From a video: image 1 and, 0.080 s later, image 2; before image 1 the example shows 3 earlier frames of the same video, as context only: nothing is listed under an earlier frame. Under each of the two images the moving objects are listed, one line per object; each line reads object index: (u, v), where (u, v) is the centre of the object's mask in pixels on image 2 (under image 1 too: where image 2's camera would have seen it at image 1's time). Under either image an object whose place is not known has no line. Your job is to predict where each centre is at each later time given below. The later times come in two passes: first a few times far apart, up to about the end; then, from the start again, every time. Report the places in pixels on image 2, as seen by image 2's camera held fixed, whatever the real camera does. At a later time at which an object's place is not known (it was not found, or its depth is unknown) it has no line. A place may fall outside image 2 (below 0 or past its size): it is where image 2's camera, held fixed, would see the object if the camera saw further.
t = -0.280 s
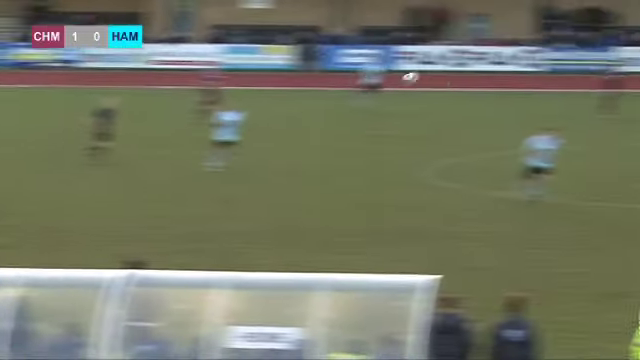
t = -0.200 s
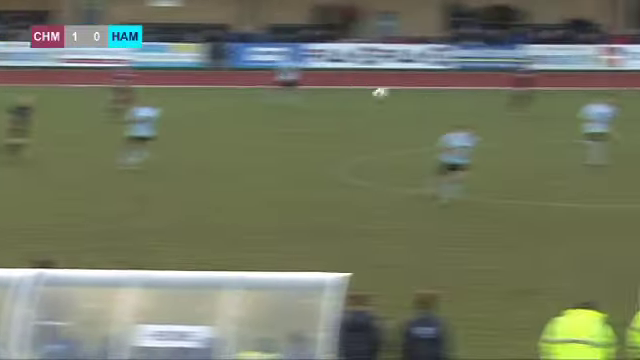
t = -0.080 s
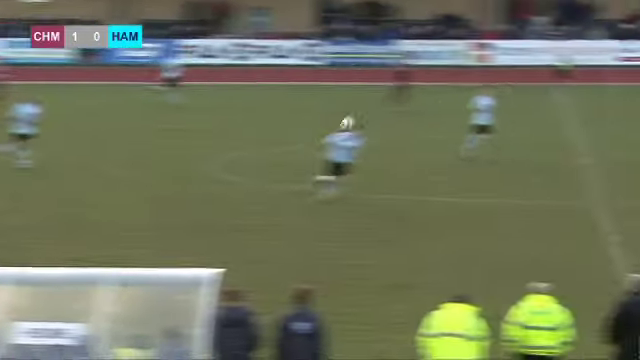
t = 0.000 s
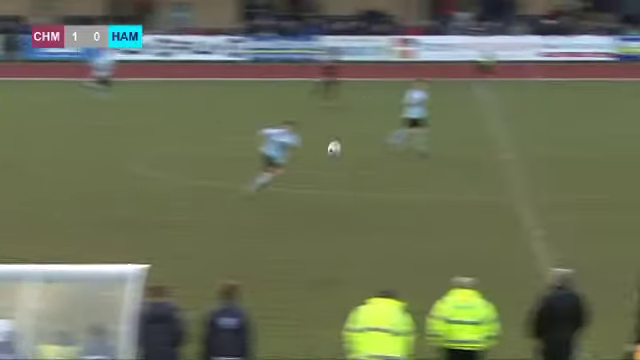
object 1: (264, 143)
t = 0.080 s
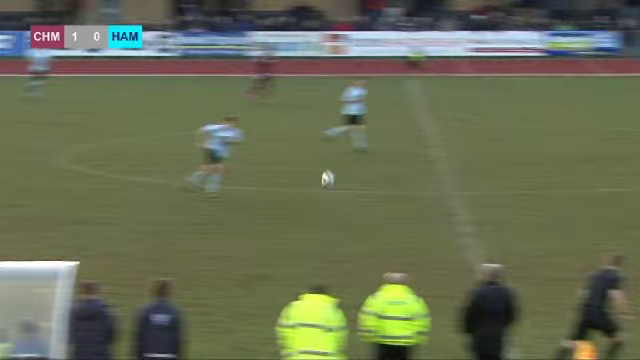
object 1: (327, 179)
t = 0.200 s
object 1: (423, 239)
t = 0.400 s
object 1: (540, 204)
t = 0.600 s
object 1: (653, 163)
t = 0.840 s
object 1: (795, 147)
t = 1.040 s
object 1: (922, 162)
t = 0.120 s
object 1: (359, 197)
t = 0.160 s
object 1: (391, 218)
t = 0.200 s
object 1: (423, 239)
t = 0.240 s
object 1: (452, 255)
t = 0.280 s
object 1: (474, 241)
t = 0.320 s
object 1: (496, 228)
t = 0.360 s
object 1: (518, 215)
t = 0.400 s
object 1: (540, 204)
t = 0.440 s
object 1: (562, 194)
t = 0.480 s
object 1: (585, 184)
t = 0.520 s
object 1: (607, 177)
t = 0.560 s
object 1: (630, 170)
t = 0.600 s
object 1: (653, 163)
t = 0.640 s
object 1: (676, 158)
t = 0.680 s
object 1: (699, 154)
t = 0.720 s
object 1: (723, 151)
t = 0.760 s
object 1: (746, 149)
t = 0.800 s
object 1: (770, 147)
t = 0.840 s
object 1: (795, 147)
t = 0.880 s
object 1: (820, 148)
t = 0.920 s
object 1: (845, 150)
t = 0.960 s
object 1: (870, 153)
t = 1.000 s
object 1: (896, 157)
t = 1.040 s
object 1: (922, 162)
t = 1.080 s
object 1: (949, 169)
